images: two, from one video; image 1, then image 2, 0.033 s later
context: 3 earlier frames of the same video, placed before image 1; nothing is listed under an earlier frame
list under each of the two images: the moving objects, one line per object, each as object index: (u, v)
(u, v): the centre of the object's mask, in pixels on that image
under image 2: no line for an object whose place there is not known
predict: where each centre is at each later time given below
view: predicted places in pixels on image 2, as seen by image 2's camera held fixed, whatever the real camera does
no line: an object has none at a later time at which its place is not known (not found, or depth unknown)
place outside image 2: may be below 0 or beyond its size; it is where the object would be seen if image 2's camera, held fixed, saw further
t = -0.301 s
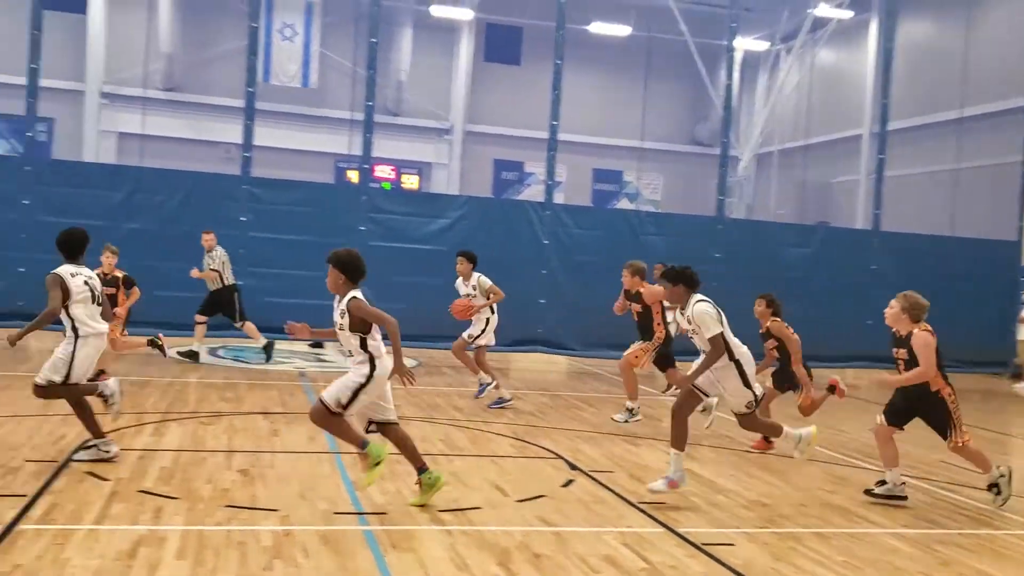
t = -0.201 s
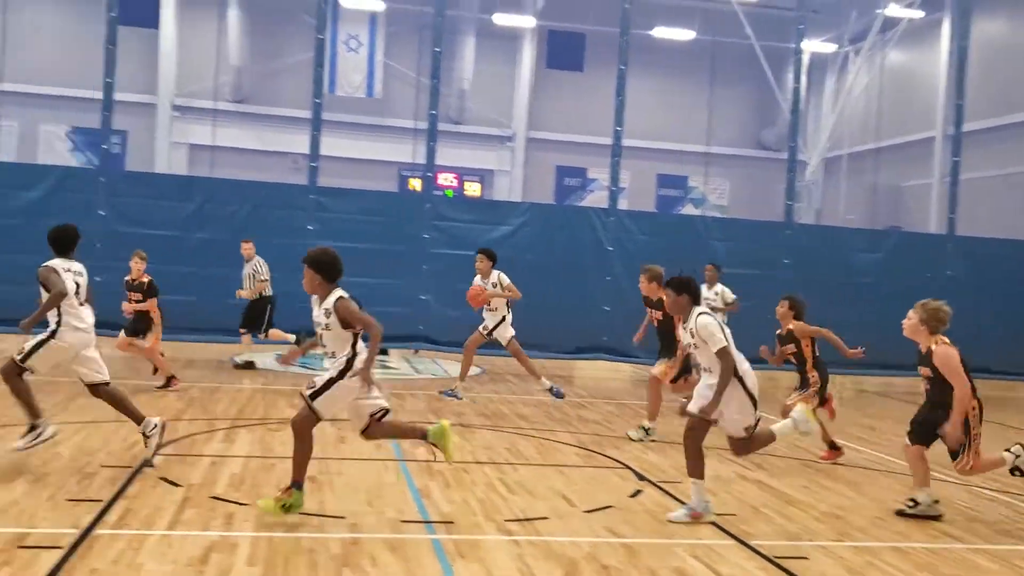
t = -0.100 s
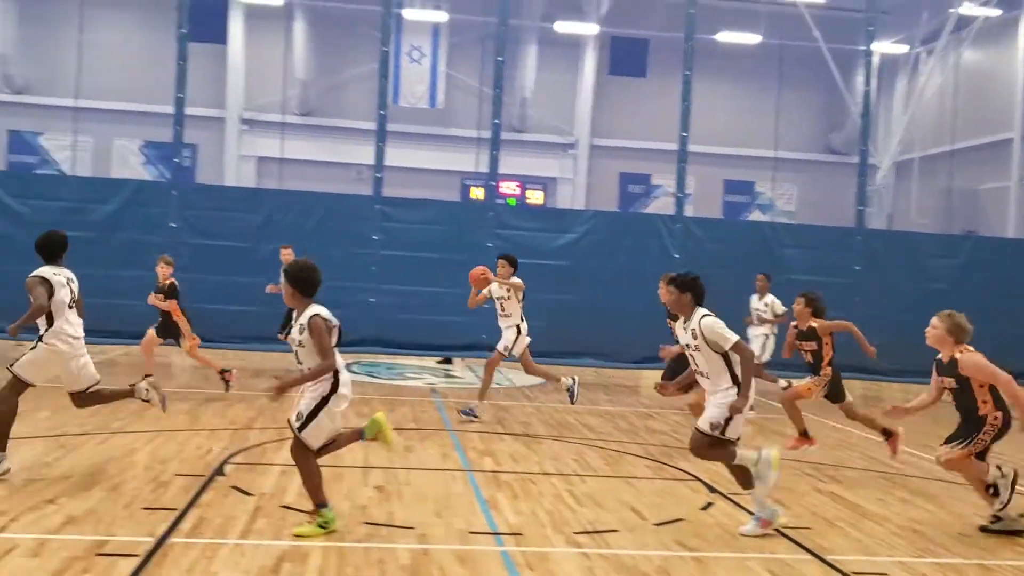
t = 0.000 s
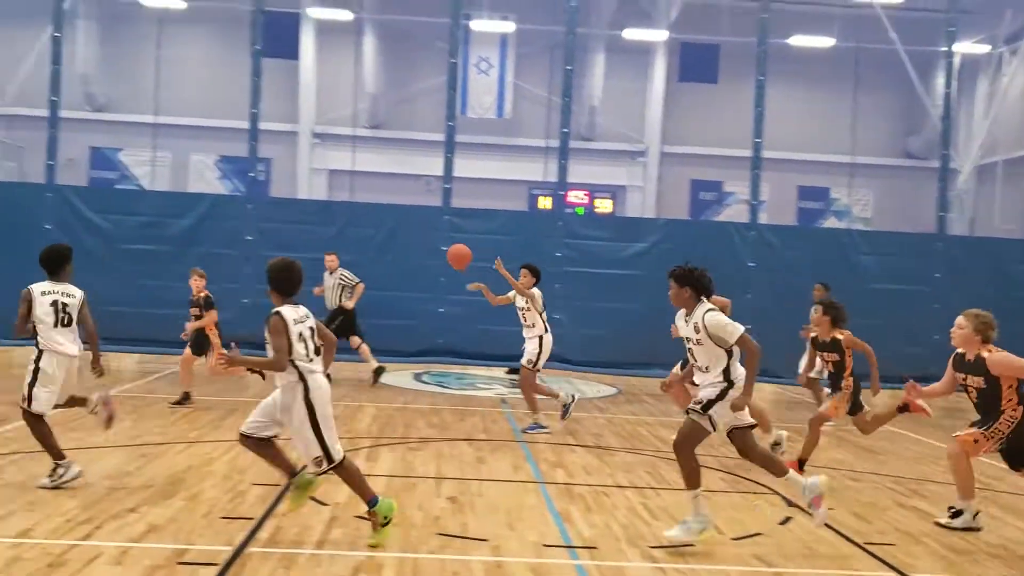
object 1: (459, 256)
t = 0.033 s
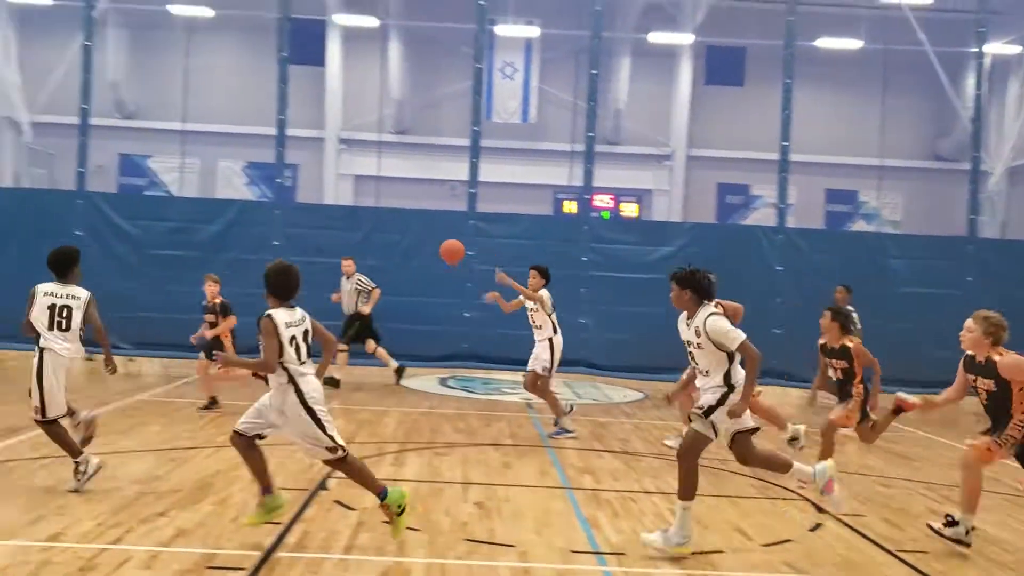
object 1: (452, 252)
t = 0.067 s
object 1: (418, 243)
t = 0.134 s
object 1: (347, 229)
